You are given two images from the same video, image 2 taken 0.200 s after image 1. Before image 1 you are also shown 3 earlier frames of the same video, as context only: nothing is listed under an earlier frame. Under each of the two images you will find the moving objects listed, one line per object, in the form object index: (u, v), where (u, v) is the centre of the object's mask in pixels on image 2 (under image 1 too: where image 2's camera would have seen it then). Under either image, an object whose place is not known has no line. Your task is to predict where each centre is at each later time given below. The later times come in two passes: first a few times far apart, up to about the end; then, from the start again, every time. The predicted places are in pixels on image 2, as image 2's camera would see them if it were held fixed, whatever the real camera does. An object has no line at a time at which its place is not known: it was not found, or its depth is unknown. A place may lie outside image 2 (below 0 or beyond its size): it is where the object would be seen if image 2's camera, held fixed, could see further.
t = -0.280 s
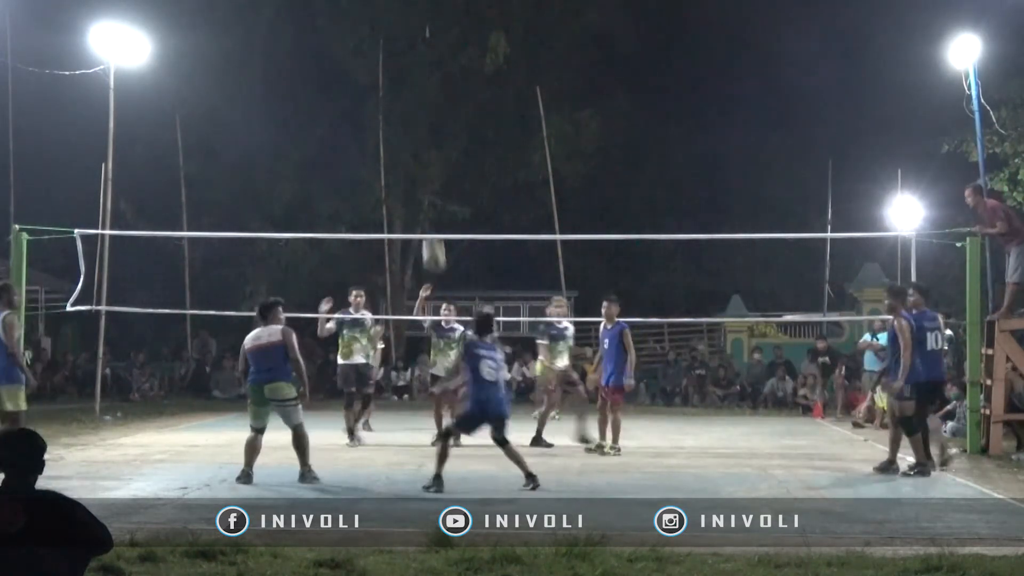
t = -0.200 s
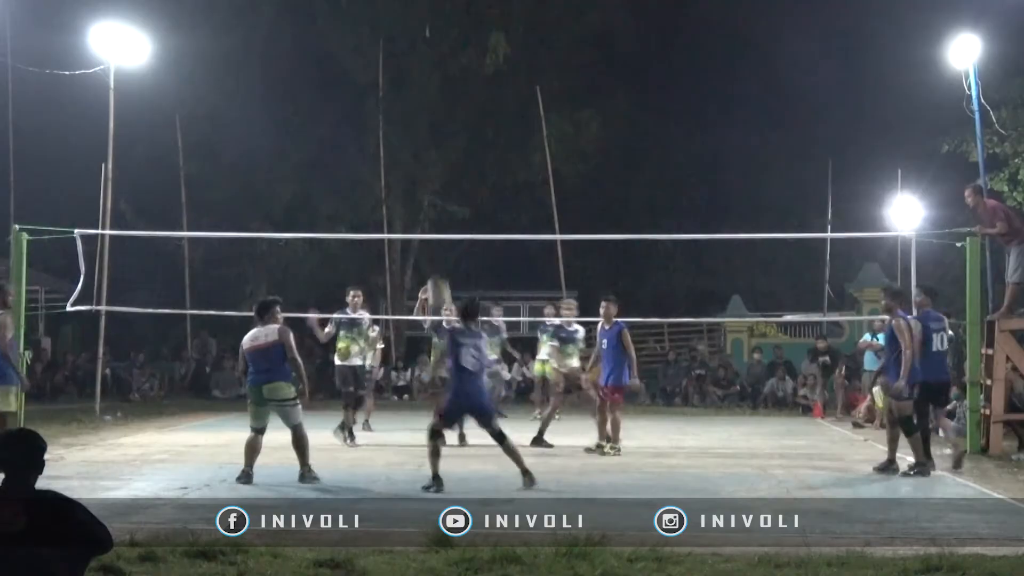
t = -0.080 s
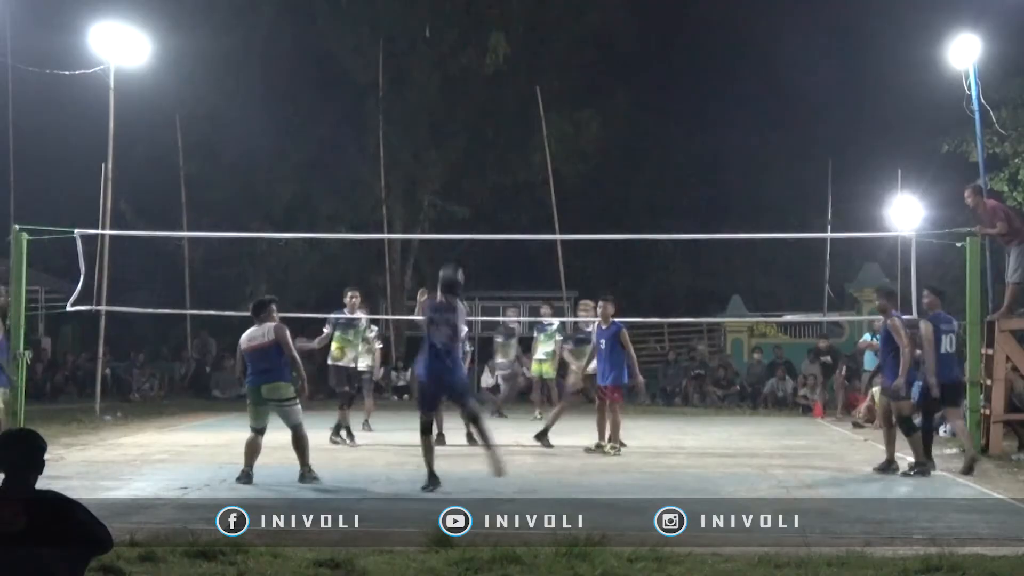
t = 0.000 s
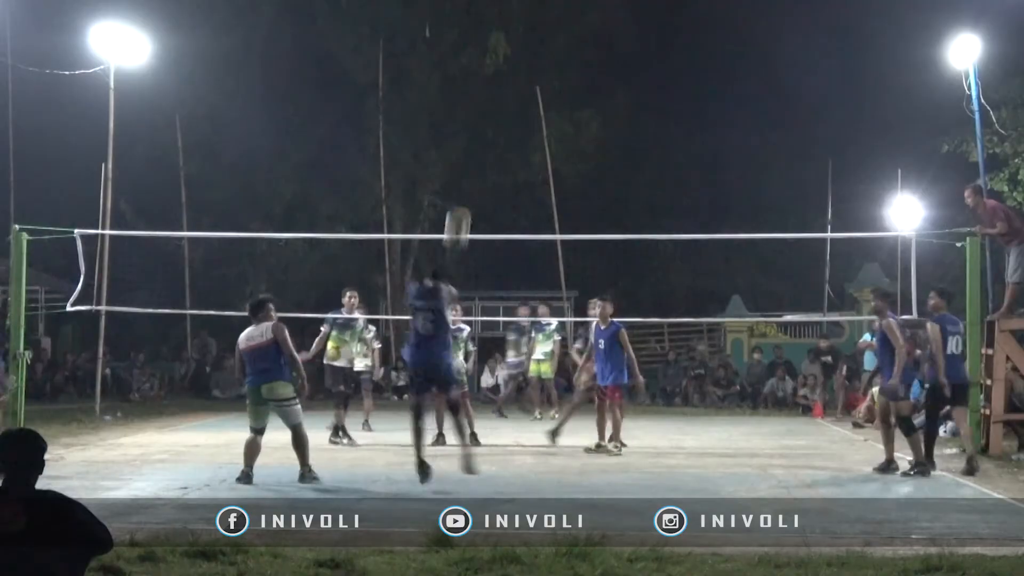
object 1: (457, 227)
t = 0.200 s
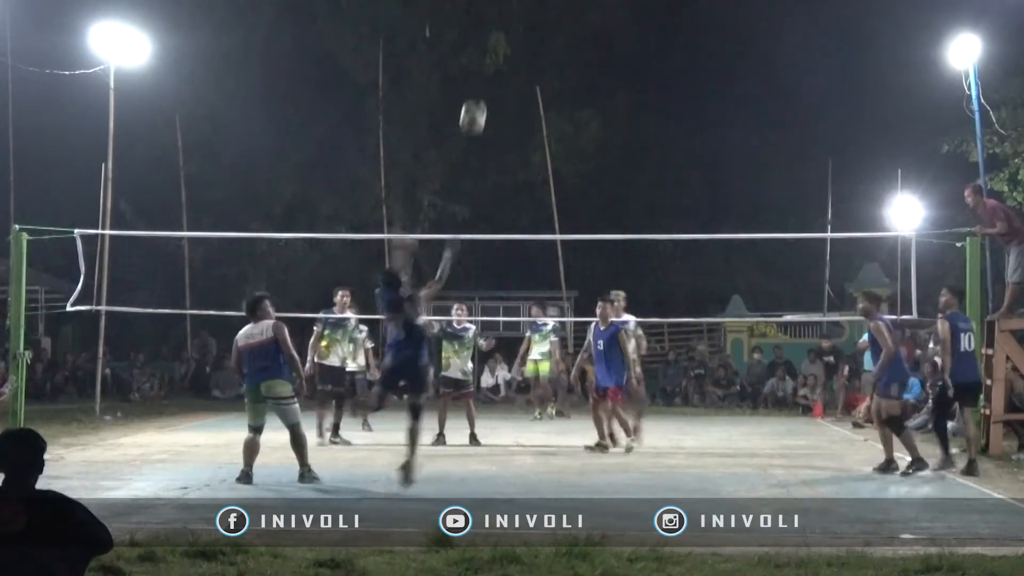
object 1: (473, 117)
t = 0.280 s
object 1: (480, 86)
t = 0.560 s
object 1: (501, 33)
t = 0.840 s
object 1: (520, 65)
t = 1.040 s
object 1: (533, 136)
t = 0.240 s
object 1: (476, 101)
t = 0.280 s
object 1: (480, 86)
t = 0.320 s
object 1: (483, 73)
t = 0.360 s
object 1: (486, 63)
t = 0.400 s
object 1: (489, 53)
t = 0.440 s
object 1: (492, 45)
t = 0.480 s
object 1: (495, 39)
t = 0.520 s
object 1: (498, 35)
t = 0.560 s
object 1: (501, 33)
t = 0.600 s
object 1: (504, 32)
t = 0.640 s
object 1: (507, 33)
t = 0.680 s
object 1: (510, 37)
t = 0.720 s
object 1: (512, 41)
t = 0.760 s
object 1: (515, 47)
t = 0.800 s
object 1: (518, 55)
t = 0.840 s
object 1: (520, 65)
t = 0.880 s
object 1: (523, 76)
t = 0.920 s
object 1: (526, 89)
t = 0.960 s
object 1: (529, 103)
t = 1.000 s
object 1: (531, 119)
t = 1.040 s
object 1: (533, 136)
